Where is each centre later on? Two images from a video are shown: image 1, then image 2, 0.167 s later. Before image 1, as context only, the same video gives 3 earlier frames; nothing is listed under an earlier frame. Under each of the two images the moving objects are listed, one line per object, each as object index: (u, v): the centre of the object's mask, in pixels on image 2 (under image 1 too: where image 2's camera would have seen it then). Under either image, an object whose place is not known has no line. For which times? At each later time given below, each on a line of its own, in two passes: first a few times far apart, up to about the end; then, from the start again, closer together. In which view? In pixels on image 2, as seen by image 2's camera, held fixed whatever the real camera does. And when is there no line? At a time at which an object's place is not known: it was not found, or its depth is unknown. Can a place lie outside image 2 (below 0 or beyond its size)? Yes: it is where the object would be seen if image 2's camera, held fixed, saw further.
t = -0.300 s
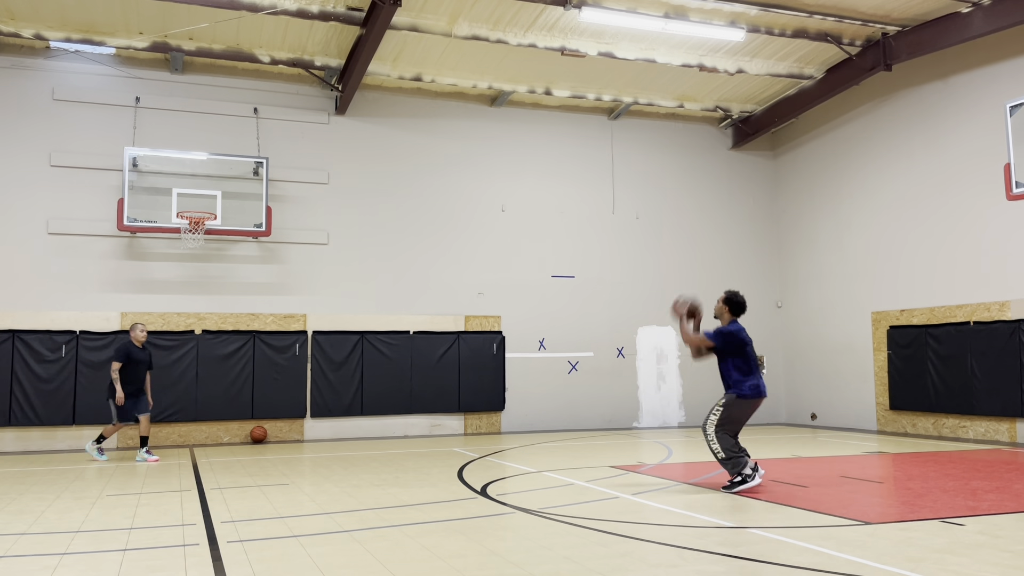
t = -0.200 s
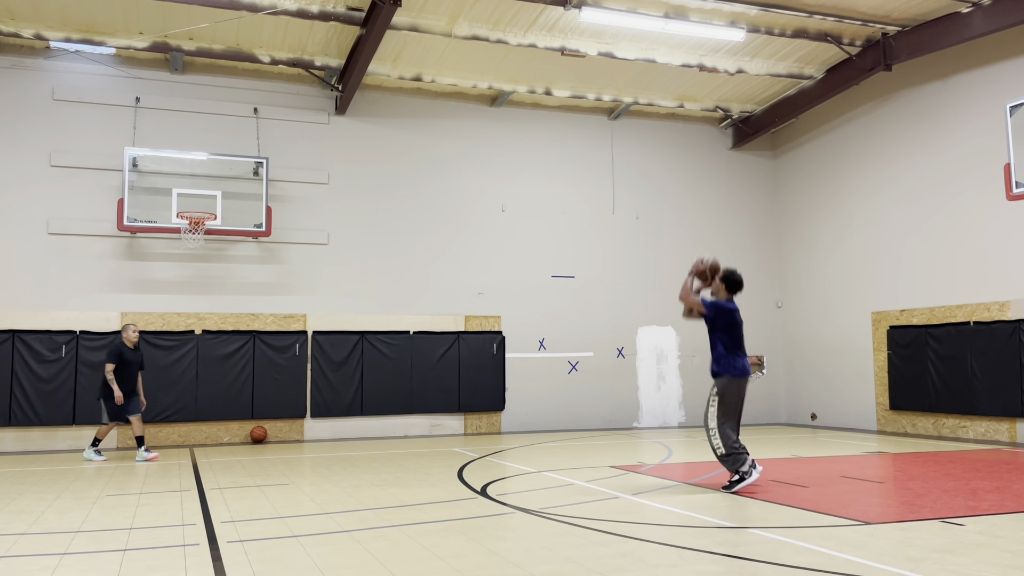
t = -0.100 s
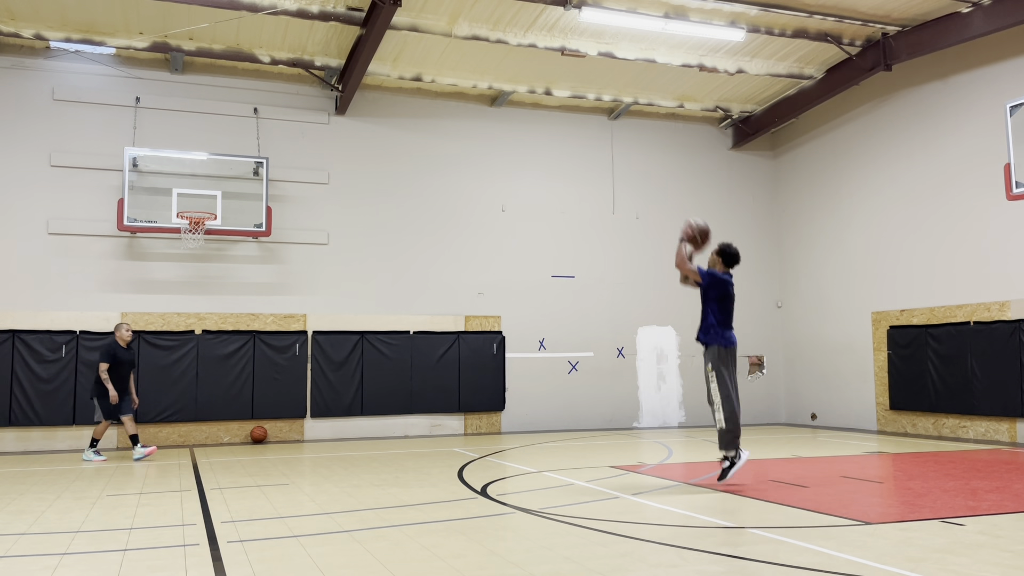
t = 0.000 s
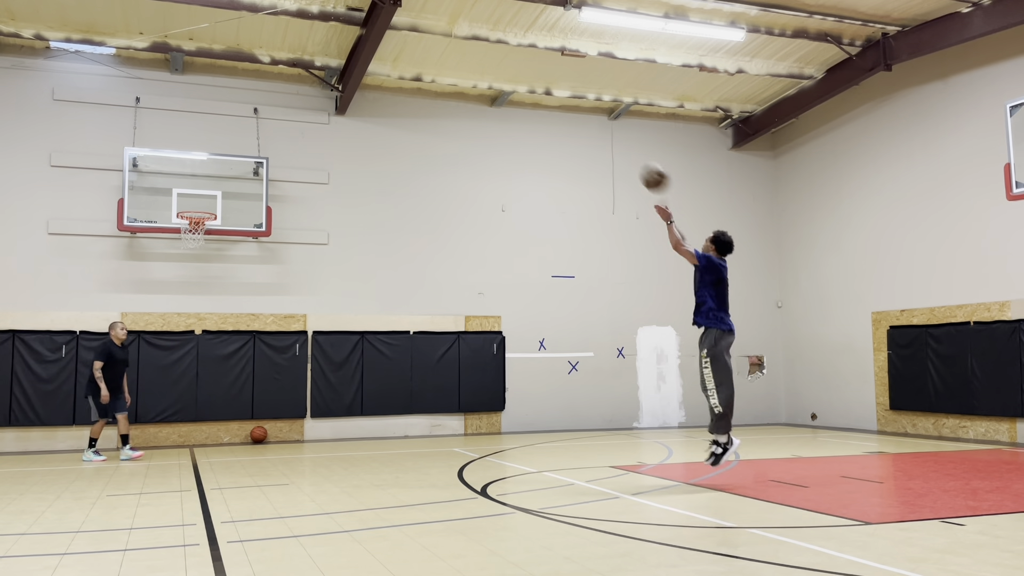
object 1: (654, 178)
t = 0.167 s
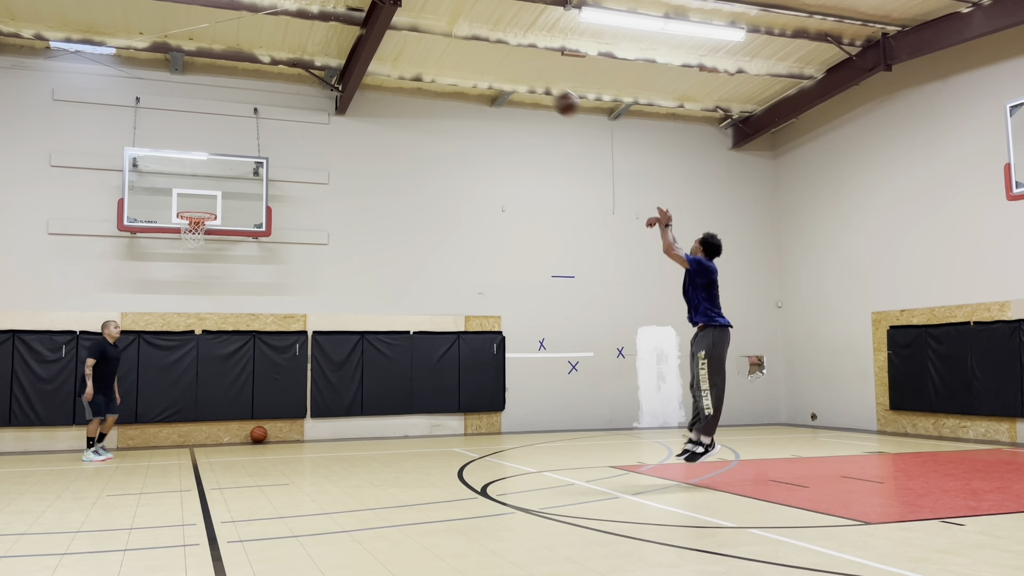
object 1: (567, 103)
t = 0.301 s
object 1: (504, 68)
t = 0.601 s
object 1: (387, 53)
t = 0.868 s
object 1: (302, 100)
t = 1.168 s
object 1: (220, 205)
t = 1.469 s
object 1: (319, 177)
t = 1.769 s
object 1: (419, 206)
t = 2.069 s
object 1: (514, 297)
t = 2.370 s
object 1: (602, 424)
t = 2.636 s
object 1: (648, 335)
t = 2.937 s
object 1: (702, 298)
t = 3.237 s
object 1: (757, 326)
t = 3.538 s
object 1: (813, 419)
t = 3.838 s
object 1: (860, 368)
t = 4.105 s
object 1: (901, 355)
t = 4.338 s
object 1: (940, 385)
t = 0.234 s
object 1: (535, 83)
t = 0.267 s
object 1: (519, 75)
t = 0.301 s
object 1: (504, 68)
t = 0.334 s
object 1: (490, 62)
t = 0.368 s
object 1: (475, 57)
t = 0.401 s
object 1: (462, 53)
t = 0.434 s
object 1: (448, 51)
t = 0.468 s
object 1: (435, 49)
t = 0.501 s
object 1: (423, 49)
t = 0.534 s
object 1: (410, 49)
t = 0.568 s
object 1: (398, 51)
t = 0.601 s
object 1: (387, 53)
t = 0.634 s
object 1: (373, 56)
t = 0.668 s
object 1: (363, 60)
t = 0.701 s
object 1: (353, 65)
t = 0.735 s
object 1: (342, 71)
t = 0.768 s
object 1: (332, 78)
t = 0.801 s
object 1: (322, 84)
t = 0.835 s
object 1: (312, 91)
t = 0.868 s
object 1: (302, 100)
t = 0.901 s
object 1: (292, 109)
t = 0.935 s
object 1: (282, 119)
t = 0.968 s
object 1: (273, 130)
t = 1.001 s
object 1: (264, 140)
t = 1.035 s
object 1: (255, 152)
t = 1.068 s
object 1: (245, 165)
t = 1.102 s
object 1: (237, 177)
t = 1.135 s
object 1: (229, 191)
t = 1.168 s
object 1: (220, 205)
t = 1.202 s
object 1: (225, 206)
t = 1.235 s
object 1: (237, 199)
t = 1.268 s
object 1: (249, 193)
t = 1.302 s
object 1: (260, 189)
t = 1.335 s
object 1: (273, 185)
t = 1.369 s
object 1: (284, 181)
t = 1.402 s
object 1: (295, 179)
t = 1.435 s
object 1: (307, 177)
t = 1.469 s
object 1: (319, 177)
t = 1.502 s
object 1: (330, 177)
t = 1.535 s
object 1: (341, 178)
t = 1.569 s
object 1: (352, 179)
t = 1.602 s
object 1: (363, 182)
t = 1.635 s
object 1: (375, 185)
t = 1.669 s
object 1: (386, 189)
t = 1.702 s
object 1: (397, 194)
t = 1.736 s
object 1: (408, 200)
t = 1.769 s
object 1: (419, 206)
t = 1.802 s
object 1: (430, 213)
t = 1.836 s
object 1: (440, 221)
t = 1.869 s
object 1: (451, 230)
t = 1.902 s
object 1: (462, 239)
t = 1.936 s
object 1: (472, 249)
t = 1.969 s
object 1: (482, 260)
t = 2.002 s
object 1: (493, 272)
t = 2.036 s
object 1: (503, 284)
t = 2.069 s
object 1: (514, 297)
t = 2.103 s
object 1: (524, 312)
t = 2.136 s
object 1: (535, 326)
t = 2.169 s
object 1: (545, 342)
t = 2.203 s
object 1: (555, 358)
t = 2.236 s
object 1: (564, 376)
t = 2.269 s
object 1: (575, 394)
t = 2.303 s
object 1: (585, 413)
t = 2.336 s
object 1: (595, 432)
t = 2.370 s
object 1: (602, 424)
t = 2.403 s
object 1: (608, 410)
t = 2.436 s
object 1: (614, 397)
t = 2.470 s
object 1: (620, 384)
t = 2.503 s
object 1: (625, 372)
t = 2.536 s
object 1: (631, 362)
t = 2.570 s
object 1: (636, 352)
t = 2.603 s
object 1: (643, 343)
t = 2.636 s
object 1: (648, 335)
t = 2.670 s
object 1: (654, 327)
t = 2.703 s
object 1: (660, 321)
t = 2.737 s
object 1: (666, 315)
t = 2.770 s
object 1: (672, 311)
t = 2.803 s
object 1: (678, 306)
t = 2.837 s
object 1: (684, 303)
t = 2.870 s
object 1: (690, 301)
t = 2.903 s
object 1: (696, 299)
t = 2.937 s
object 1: (702, 298)
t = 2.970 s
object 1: (708, 298)
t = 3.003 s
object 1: (714, 299)
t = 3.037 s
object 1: (720, 301)
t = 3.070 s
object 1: (726, 303)
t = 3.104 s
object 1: (732, 306)
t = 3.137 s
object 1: (738, 310)
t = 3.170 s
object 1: (744, 315)
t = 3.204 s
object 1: (750, 320)
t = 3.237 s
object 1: (757, 326)
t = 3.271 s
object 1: (763, 333)
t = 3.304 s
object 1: (769, 341)
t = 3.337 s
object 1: (775, 350)
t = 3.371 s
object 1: (781, 360)
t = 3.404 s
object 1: (788, 370)
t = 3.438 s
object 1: (794, 382)
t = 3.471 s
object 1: (800, 394)
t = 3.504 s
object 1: (806, 406)
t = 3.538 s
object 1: (813, 419)
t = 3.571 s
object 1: (820, 433)
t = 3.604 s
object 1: (825, 423)
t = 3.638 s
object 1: (830, 413)
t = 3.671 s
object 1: (835, 403)
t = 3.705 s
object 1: (840, 394)
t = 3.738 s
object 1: (845, 387)
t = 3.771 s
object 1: (850, 380)
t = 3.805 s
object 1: (855, 373)
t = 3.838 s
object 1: (860, 368)
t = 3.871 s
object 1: (865, 364)
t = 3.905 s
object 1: (871, 360)
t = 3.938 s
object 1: (876, 357)
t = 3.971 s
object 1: (881, 355)
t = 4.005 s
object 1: (887, 354)
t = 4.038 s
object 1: (892, 354)
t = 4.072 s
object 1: (897, 354)
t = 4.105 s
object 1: (901, 355)
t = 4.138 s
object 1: (907, 357)
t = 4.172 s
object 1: (913, 359)
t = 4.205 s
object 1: (918, 363)
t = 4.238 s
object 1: (923, 367)
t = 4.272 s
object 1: (929, 372)
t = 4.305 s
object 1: (935, 378)
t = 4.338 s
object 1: (940, 385)
